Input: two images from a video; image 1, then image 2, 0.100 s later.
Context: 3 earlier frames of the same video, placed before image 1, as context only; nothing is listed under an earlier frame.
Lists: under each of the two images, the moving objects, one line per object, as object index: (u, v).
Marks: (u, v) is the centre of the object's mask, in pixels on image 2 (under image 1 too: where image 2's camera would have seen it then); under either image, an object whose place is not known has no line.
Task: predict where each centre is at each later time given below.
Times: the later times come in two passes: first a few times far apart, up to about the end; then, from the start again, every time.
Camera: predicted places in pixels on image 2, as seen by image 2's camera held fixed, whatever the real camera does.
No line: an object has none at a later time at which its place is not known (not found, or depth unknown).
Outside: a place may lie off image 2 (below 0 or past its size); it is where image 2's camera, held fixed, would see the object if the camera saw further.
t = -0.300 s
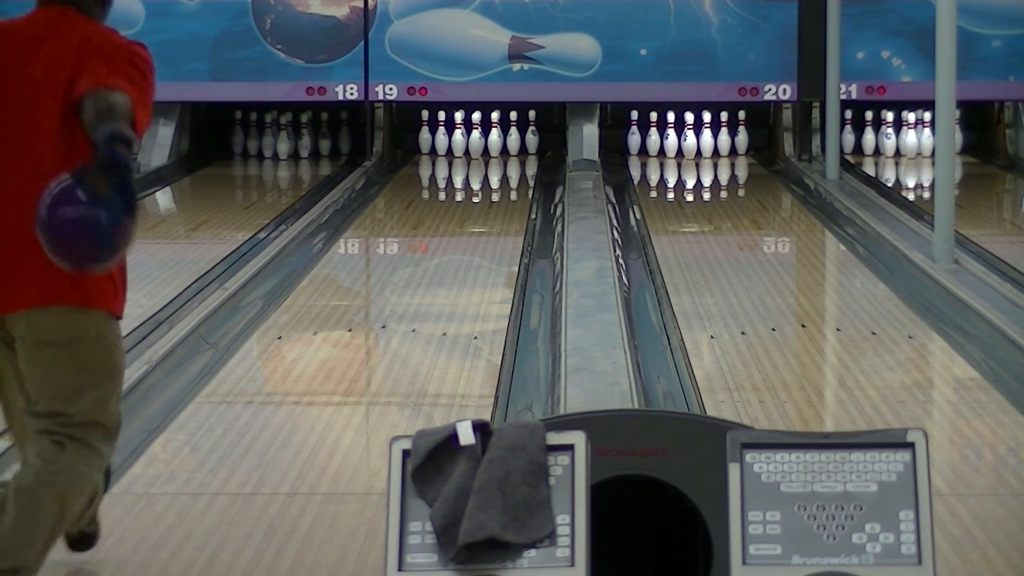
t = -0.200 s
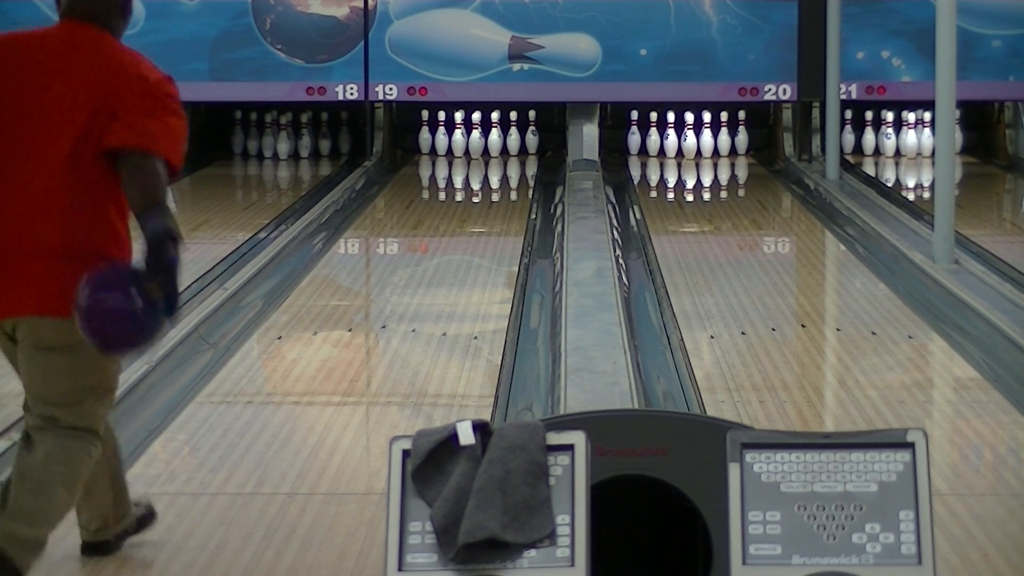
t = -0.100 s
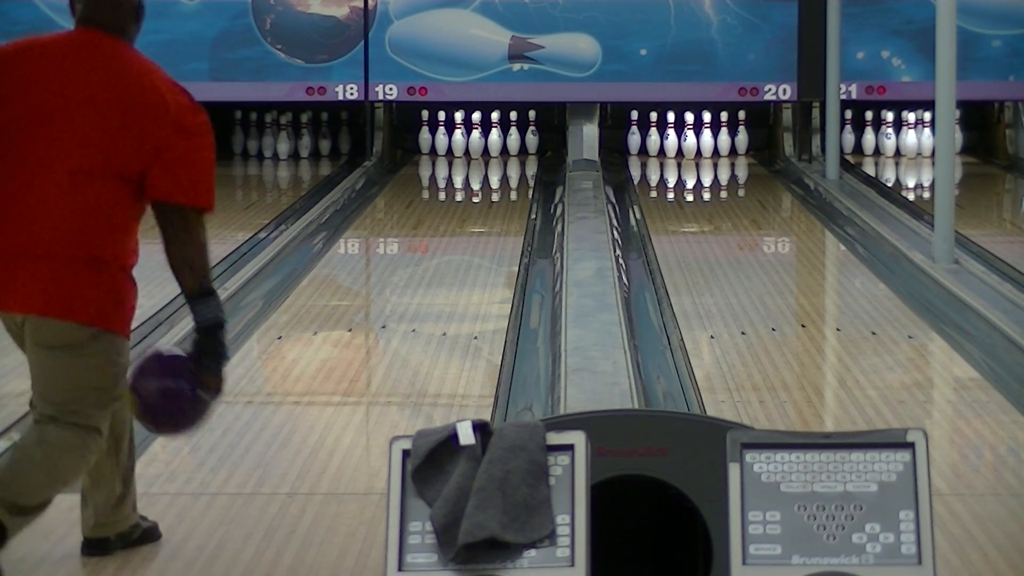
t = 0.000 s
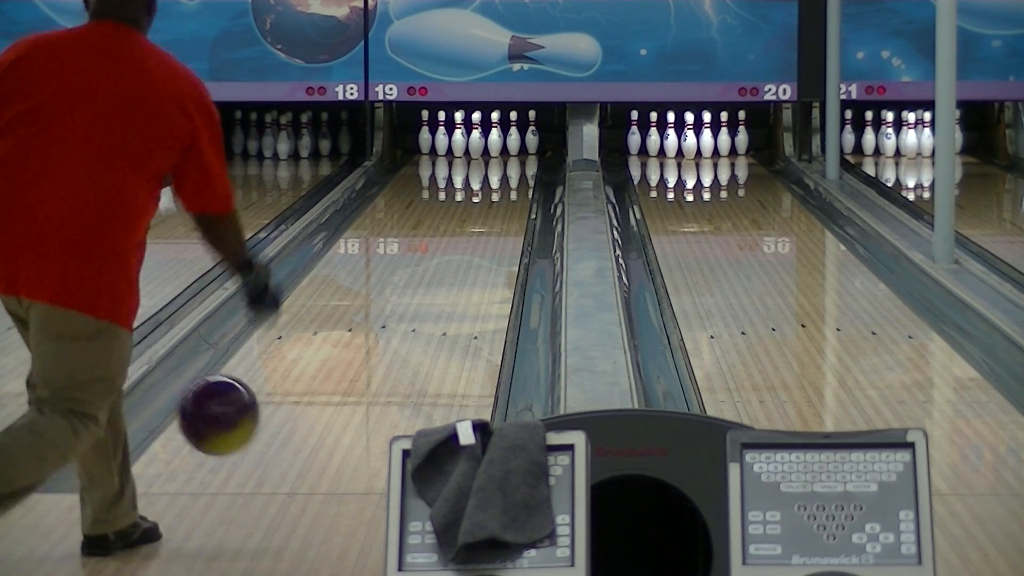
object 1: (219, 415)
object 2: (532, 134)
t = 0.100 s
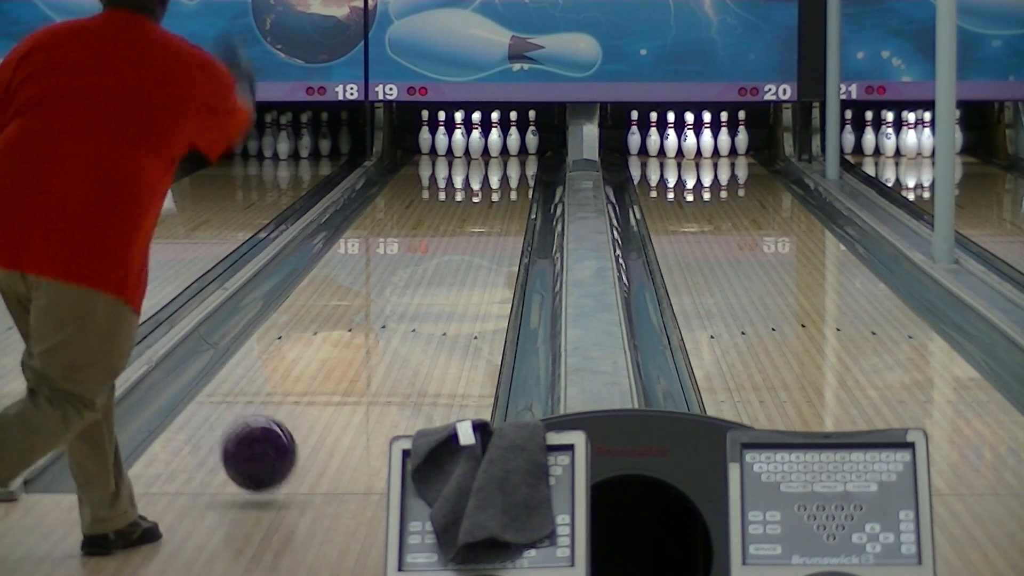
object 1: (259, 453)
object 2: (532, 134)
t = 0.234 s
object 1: (301, 414)
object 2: (532, 134)
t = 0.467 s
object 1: (358, 368)
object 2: (532, 134)
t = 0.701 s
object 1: (401, 325)
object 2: (532, 134)
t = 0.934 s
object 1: (435, 292)
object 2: (532, 134)
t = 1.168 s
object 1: (462, 263)
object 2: (532, 134)
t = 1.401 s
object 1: (483, 240)
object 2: (532, 134)
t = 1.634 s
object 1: (499, 221)
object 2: (532, 134)
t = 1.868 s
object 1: (509, 204)
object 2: (532, 134)
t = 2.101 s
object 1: (516, 190)
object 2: (532, 134)
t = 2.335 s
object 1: (516, 180)
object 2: (532, 134)
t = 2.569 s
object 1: (509, 170)
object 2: (532, 134)
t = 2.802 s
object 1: (500, 161)
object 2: (532, 134)
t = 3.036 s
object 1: (492, 154)
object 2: (532, 134)
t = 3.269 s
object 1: (486, 147)
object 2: (532, 134)
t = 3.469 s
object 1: (489, 143)
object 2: (531, 133)
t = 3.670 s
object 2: (521, 136)
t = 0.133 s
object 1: (271, 447)
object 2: (532, 134)
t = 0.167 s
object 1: (281, 432)
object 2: (532, 134)
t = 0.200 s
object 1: (291, 421)
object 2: (532, 134)
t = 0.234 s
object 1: (301, 414)
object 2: (532, 134)
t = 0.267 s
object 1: (310, 410)
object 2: (532, 134)
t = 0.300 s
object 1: (318, 405)
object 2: (532, 134)
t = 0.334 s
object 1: (328, 396)
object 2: (532, 134)
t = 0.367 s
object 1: (335, 389)
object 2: (532, 134)
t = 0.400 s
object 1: (343, 382)
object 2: (532, 134)
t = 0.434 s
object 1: (351, 375)
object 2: (532, 134)
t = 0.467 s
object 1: (358, 368)
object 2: (532, 134)
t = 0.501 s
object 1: (365, 361)
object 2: (532, 134)
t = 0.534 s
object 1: (371, 355)
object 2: (532, 134)
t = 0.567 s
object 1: (378, 348)
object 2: (532, 134)
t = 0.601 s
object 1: (384, 342)
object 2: (532, 134)
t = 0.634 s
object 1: (390, 336)
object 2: (532, 134)
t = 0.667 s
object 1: (396, 331)
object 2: (532, 134)
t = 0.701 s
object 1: (401, 325)
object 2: (532, 134)
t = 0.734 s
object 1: (407, 319)
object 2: (532, 134)
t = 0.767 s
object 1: (412, 314)
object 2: (532, 134)
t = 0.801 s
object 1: (416, 310)
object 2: (532, 134)
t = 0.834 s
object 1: (422, 304)
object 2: (532, 134)
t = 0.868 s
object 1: (426, 300)
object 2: (532, 134)
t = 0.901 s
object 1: (431, 295)
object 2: (532, 134)
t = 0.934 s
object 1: (435, 292)
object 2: (532, 134)
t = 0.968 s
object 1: (439, 287)
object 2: (532, 134)
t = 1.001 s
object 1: (443, 283)
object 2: (532, 134)
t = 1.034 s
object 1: (447, 280)
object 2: (532, 134)
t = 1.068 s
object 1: (451, 275)
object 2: (532, 134)
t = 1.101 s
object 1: (455, 271)
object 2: (532, 134)
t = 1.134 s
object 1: (458, 267)
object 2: (532, 134)
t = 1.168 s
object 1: (462, 263)
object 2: (532, 134)
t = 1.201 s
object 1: (465, 260)
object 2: (532, 134)
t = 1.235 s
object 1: (468, 256)
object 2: (532, 134)
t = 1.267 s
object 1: (471, 253)
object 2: (532, 134)
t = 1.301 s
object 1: (474, 249)
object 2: (532, 134)
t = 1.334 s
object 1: (477, 246)
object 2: (532, 134)
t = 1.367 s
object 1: (480, 243)
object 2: (532, 134)
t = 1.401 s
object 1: (483, 240)
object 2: (532, 134)
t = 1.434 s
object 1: (485, 237)
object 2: (532, 134)
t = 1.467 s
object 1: (488, 234)
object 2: (532, 134)
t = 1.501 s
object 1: (490, 231)
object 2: (532, 134)
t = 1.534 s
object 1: (492, 229)
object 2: (532, 134)
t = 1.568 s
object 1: (495, 226)
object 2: (532, 134)
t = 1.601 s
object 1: (497, 224)
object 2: (532, 134)
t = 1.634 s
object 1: (499, 221)
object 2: (532, 134)
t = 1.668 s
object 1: (500, 218)
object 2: (532, 134)
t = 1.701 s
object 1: (502, 215)
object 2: (532, 134)
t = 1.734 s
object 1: (504, 213)
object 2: (532, 134)
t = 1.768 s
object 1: (505, 211)
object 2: (532, 134)
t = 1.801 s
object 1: (506, 209)
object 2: (532, 134)
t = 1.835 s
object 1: (508, 206)
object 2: (532, 134)
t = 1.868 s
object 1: (509, 204)
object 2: (532, 134)
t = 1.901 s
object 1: (510, 202)
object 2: (532, 134)
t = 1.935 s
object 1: (511, 200)
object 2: (532, 134)
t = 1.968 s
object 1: (513, 198)
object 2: (532, 134)
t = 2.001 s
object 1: (514, 196)
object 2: (532, 134)
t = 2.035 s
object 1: (515, 194)
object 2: (532, 134)
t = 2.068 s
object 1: (515, 193)
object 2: (532, 134)
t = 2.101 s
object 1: (516, 190)
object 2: (532, 134)
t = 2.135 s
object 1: (516, 189)
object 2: (532, 134)
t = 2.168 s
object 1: (516, 187)
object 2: (532, 134)
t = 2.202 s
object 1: (517, 185)
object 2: (532, 134)
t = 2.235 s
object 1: (516, 184)
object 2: (532, 134)
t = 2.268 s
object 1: (517, 182)
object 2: (532, 134)
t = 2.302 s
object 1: (517, 181)
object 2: (532, 134)
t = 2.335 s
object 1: (516, 180)
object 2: (532, 134)
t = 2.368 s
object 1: (515, 178)
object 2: (532, 134)
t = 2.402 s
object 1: (514, 177)
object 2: (532, 134)
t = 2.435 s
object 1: (513, 175)
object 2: (532, 134)
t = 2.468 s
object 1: (513, 174)
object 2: (532, 134)
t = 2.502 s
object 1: (511, 172)
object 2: (532, 134)
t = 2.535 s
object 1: (511, 171)
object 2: (532, 134)
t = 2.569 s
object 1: (509, 170)
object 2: (532, 134)
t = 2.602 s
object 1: (508, 168)
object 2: (532, 134)
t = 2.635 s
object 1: (506, 167)
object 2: (532, 134)
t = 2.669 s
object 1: (506, 166)
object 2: (532, 134)
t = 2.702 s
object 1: (504, 165)
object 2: (532, 134)
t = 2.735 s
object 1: (503, 163)
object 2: (532, 134)
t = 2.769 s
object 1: (502, 162)
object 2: (532, 134)
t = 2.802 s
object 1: (500, 161)
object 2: (532, 134)
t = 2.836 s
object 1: (499, 160)
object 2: (532, 134)
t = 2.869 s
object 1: (498, 159)
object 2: (532, 134)
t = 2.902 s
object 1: (497, 158)
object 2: (532, 134)
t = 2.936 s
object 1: (496, 157)
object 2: (532, 134)
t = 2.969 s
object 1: (495, 156)
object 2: (532, 134)
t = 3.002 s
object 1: (494, 155)
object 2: (532, 134)
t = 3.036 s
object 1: (492, 154)
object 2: (532, 134)
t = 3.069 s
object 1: (492, 153)
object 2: (532, 134)
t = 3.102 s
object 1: (491, 152)
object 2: (532, 134)
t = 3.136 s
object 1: (489, 151)
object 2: (532, 134)
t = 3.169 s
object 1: (488, 150)
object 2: (532, 134)
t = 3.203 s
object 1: (487, 148)
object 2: (532, 134)
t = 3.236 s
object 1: (486, 147)
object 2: (532, 134)
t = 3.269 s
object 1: (486, 147)
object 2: (532, 134)
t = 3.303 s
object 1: (488, 146)
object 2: (532, 134)
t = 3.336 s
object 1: (488, 145)
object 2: (532, 134)
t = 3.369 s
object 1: (488, 145)
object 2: (532, 134)
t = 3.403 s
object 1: (488, 144)
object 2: (533, 132)
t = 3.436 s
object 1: (488, 144)
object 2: (532, 131)
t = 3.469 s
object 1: (489, 143)
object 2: (531, 133)
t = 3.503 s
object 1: (491, 143)
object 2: (531, 135)
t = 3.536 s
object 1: (492, 142)
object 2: (532, 134)
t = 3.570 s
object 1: (493, 142)
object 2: (530, 134)
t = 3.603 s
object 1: (494, 142)
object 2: (527, 134)
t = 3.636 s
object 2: (524, 135)
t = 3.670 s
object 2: (521, 136)
